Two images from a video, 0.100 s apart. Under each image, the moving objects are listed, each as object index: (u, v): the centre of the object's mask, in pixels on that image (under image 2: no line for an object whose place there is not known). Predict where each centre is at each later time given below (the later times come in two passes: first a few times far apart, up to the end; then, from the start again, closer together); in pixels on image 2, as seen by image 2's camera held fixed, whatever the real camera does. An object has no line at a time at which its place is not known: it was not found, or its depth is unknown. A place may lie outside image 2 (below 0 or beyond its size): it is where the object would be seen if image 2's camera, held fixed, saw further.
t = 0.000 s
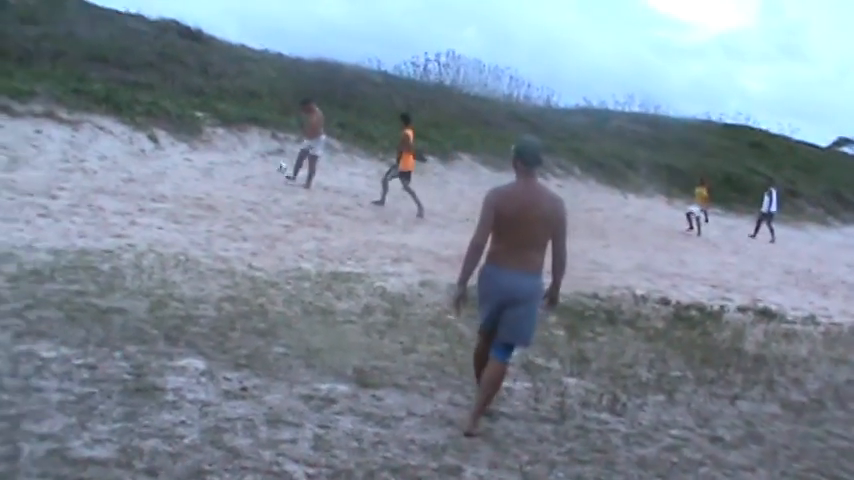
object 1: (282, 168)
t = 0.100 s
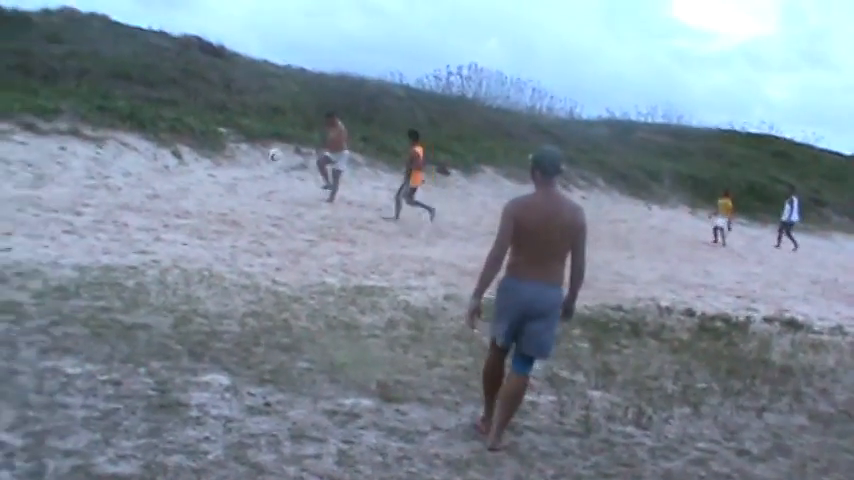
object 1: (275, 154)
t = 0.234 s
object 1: (228, 120)
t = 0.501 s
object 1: (101, 69)
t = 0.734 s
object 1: (-60, 59)
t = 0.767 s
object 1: (-89, 62)
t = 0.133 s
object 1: (263, 145)
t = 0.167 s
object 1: (251, 136)
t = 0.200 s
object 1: (240, 128)
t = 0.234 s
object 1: (228, 120)
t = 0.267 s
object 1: (214, 113)
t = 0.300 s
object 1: (200, 105)
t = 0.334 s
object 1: (186, 98)
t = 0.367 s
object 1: (170, 92)
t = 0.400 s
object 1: (155, 86)
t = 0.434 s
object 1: (138, 81)
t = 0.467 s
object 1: (121, 74)
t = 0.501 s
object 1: (101, 69)
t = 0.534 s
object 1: (83, 66)
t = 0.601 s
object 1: (40, 61)
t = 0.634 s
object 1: (18, 59)
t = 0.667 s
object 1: (-6, 58)
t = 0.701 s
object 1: (-32, 58)
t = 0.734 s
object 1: (-60, 59)
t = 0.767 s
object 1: (-89, 62)
